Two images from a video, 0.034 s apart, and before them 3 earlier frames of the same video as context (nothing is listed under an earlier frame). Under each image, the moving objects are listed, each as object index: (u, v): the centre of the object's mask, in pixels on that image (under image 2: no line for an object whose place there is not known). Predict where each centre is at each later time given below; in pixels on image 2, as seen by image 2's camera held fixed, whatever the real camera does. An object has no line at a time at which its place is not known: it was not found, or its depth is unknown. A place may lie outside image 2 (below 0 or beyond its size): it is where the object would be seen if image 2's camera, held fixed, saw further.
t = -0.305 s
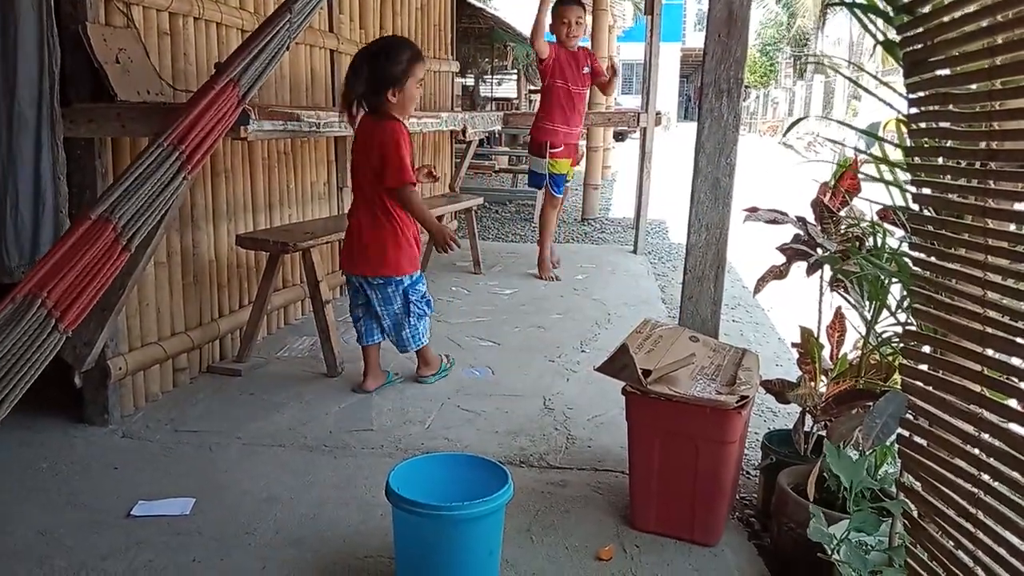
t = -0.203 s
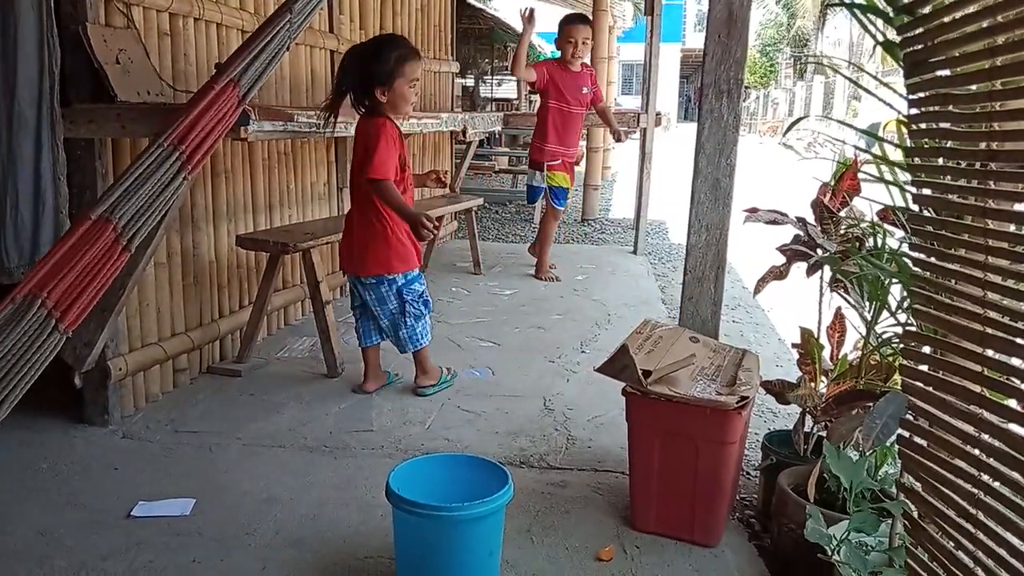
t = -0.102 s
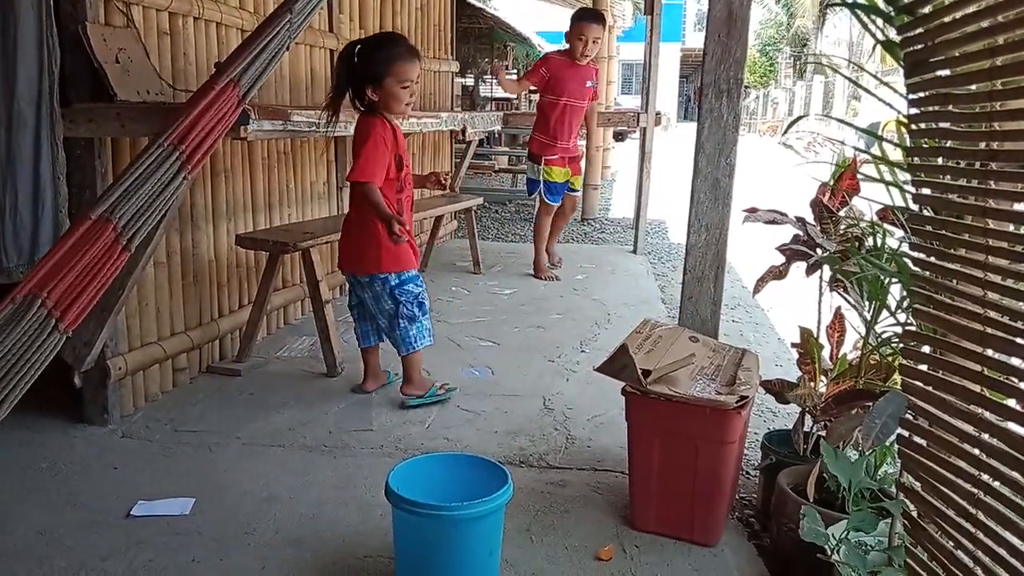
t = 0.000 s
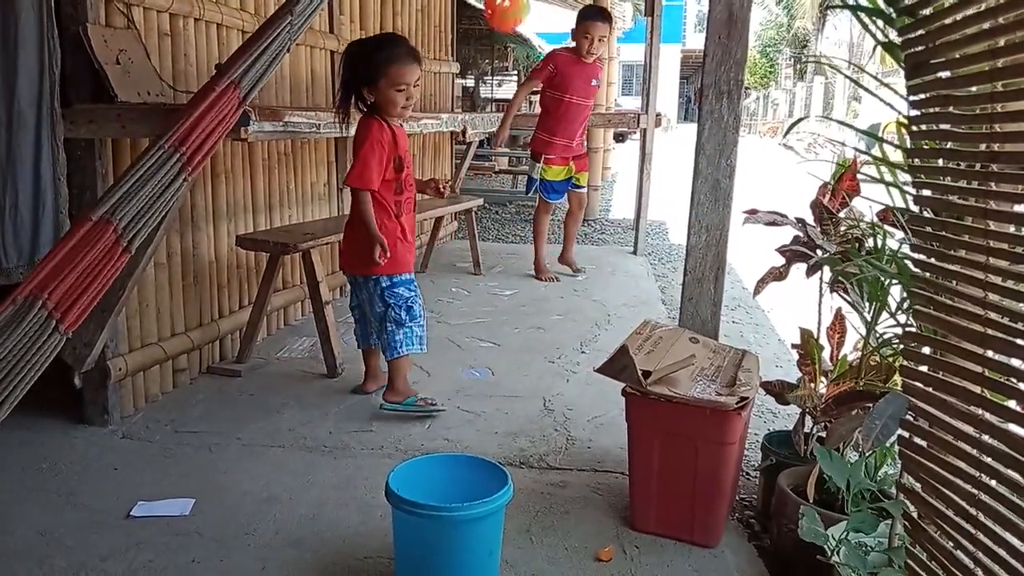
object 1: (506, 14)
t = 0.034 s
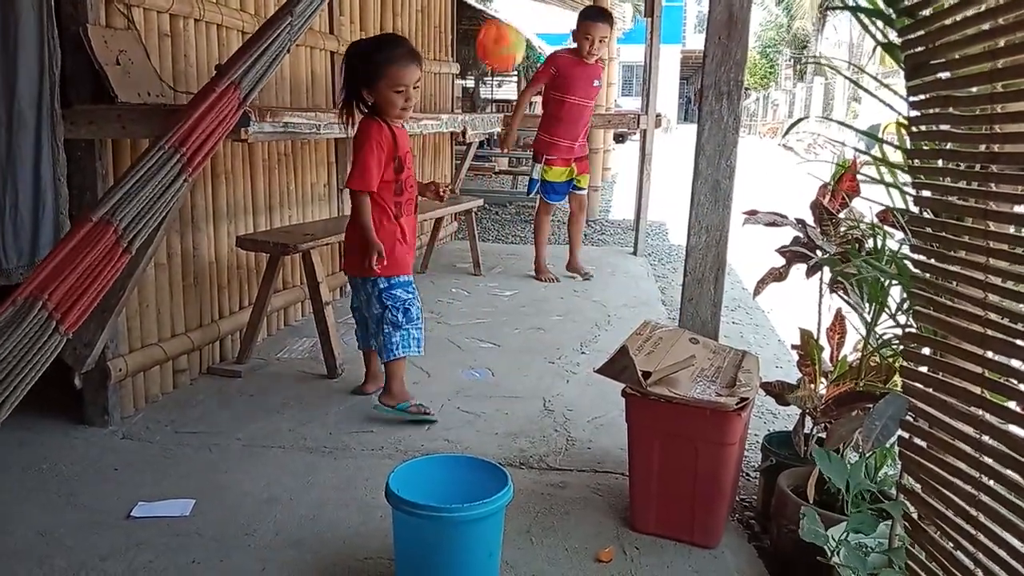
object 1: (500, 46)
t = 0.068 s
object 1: (494, 89)
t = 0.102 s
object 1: (488, 140)
